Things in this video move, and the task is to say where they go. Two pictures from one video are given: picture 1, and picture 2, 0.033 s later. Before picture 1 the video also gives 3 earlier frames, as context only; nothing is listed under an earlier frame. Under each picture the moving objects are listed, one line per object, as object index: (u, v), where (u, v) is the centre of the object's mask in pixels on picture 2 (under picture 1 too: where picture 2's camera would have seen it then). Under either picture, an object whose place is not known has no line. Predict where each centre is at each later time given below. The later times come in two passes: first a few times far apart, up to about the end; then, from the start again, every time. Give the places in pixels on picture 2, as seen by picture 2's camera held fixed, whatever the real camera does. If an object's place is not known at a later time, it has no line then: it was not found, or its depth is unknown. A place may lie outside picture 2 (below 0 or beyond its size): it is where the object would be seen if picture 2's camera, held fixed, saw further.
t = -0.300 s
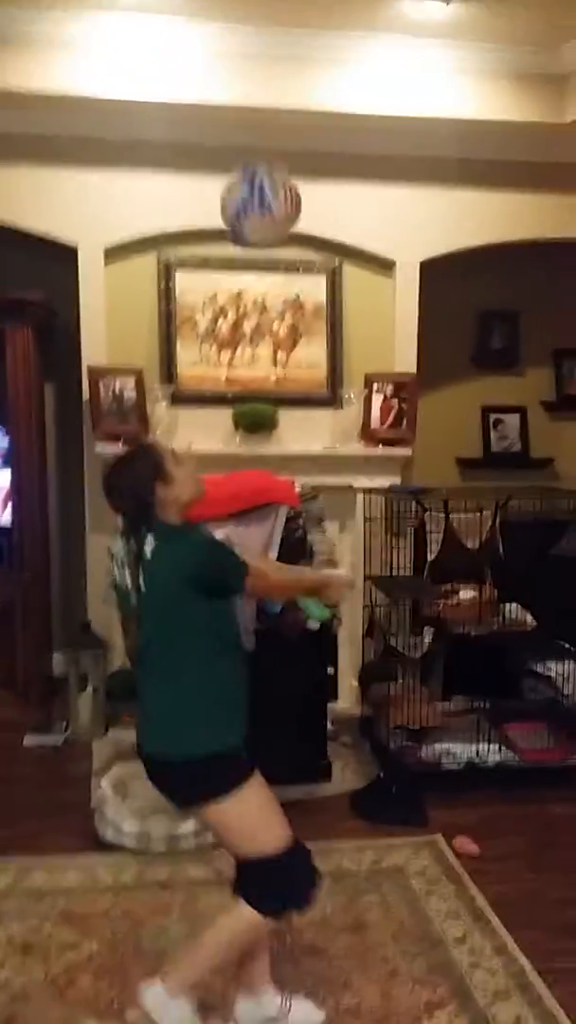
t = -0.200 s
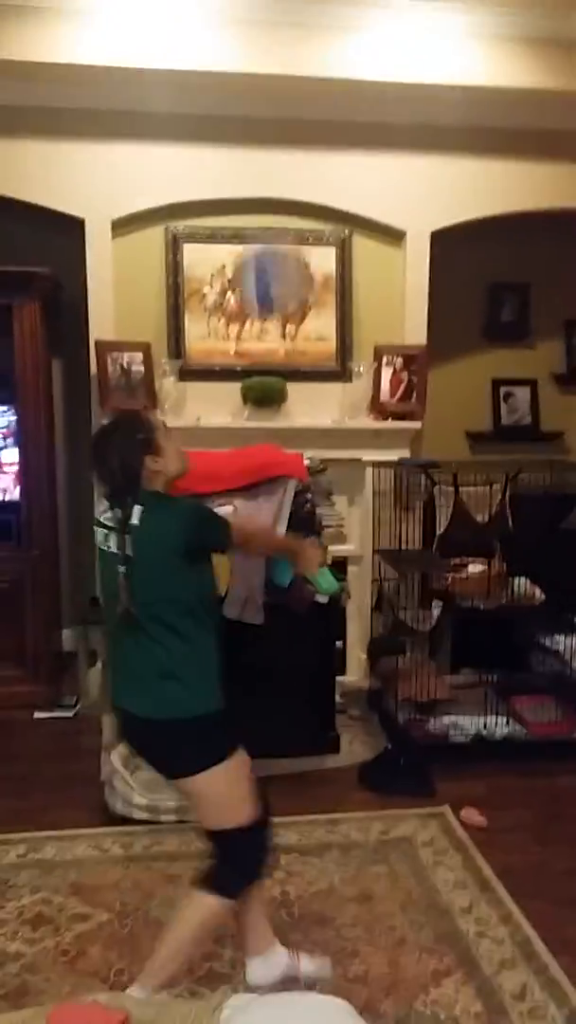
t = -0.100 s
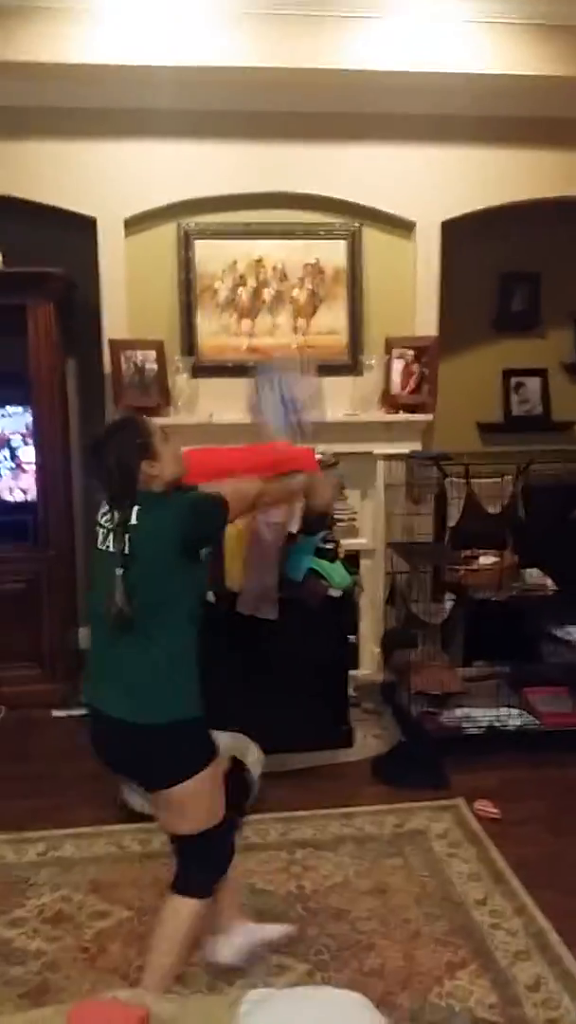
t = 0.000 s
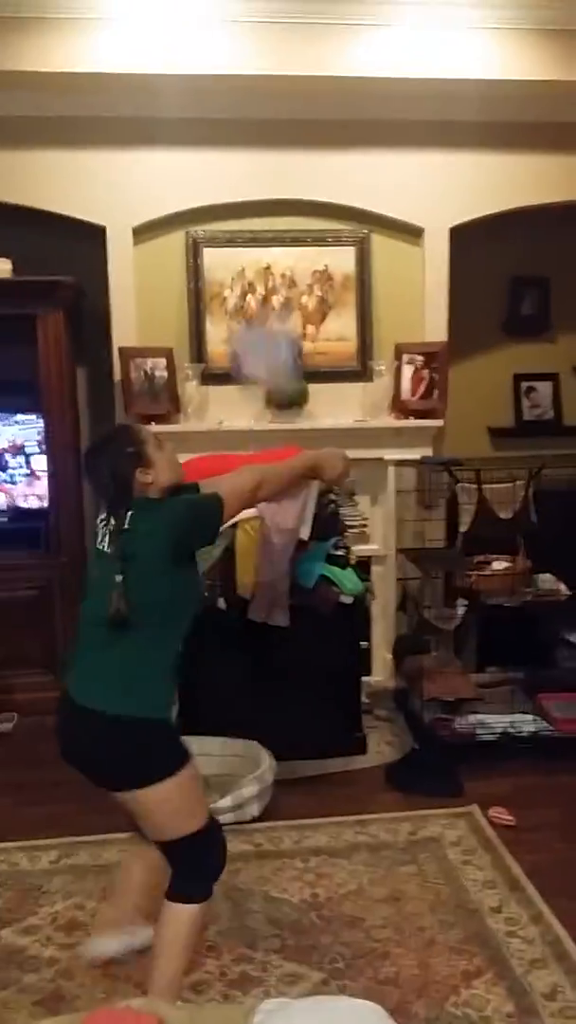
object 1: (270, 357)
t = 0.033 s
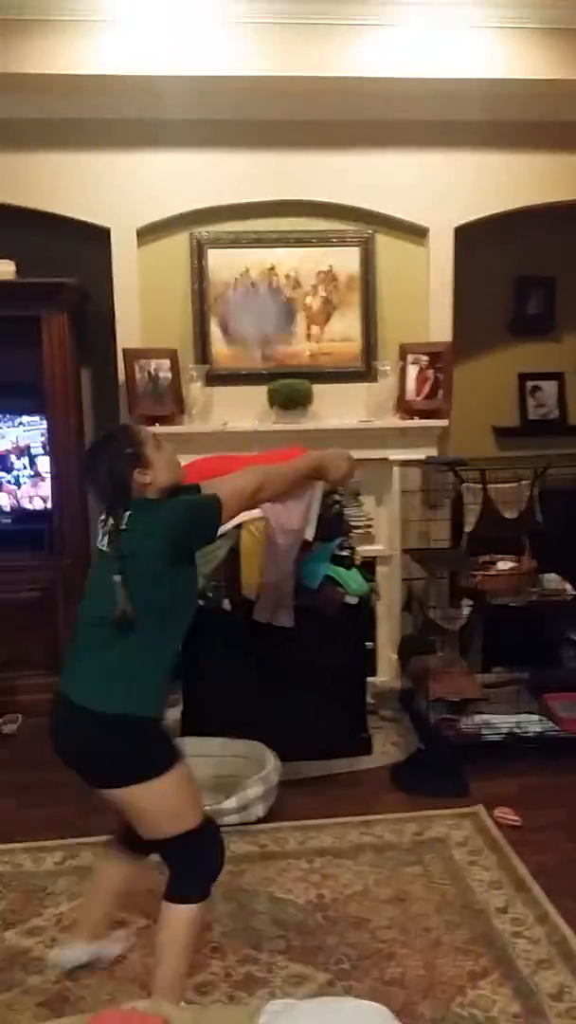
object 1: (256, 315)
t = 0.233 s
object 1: (169, 178)
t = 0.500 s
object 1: (66, 235)
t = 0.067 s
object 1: (243, 287)
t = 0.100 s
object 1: (225, 254)
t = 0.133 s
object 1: (212, 227)
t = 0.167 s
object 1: (199, 208)
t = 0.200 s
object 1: (183, 189)
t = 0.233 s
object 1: (169, 178)
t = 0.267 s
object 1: (155, 167)
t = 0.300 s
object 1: (141, 163)
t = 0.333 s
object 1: (126, 164)
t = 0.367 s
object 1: (114, 169)
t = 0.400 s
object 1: (102, 177)
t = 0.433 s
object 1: (89, 194)
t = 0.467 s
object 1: (76, 216)
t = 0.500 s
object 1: (66, 235)
